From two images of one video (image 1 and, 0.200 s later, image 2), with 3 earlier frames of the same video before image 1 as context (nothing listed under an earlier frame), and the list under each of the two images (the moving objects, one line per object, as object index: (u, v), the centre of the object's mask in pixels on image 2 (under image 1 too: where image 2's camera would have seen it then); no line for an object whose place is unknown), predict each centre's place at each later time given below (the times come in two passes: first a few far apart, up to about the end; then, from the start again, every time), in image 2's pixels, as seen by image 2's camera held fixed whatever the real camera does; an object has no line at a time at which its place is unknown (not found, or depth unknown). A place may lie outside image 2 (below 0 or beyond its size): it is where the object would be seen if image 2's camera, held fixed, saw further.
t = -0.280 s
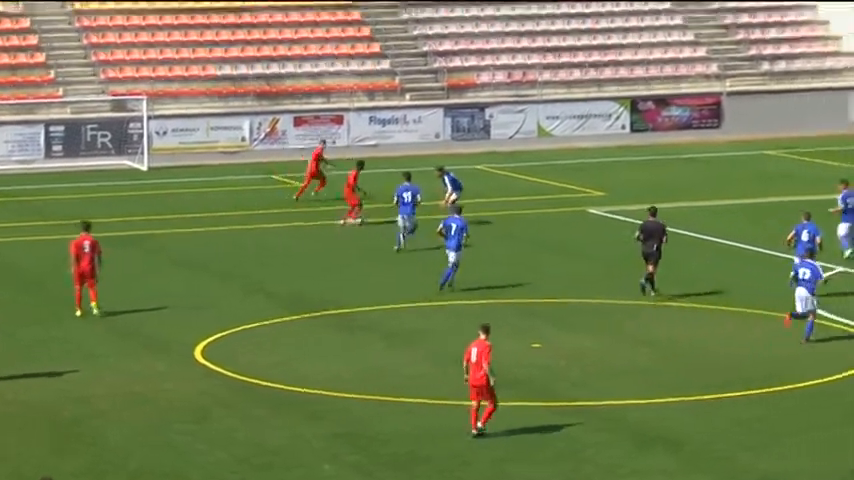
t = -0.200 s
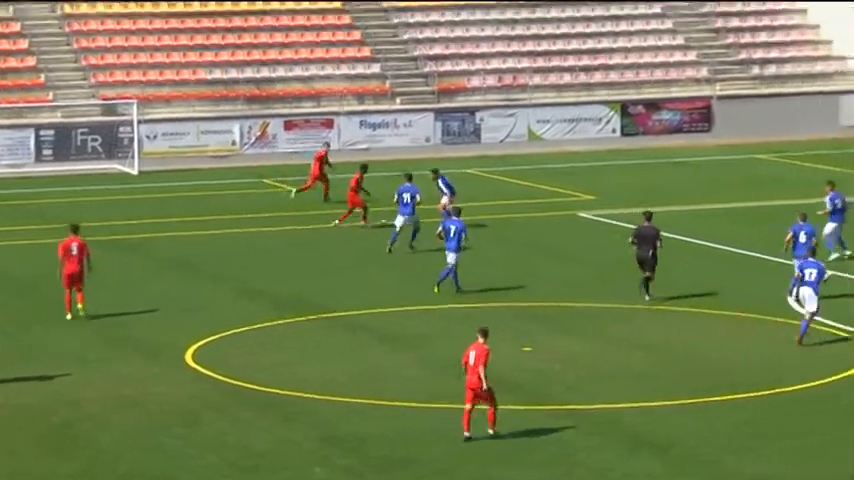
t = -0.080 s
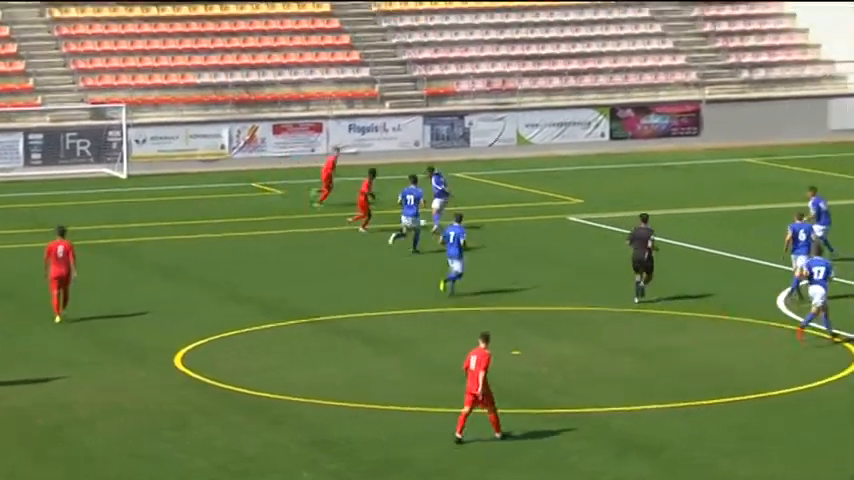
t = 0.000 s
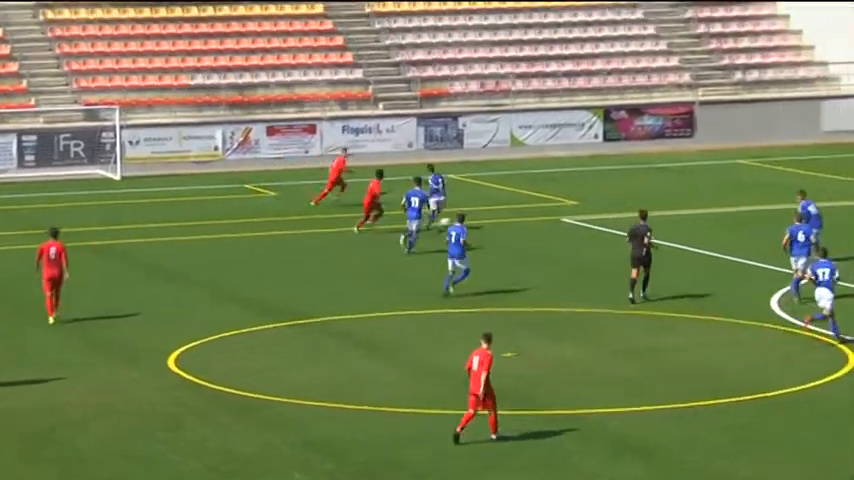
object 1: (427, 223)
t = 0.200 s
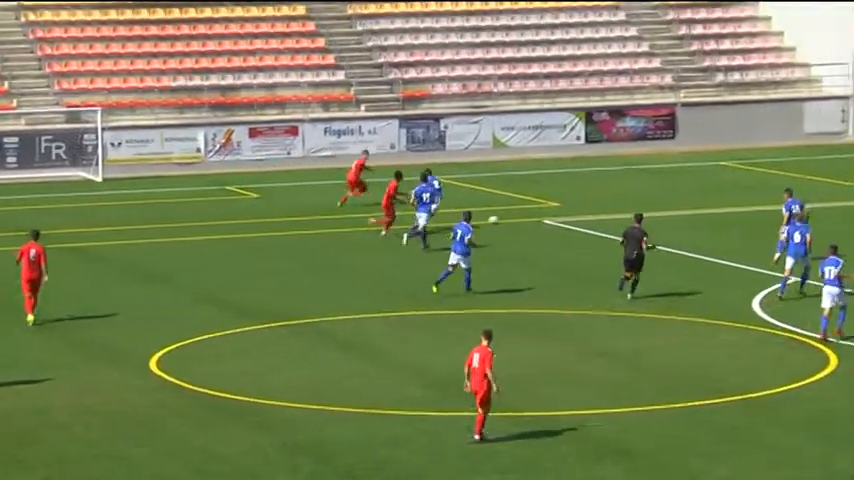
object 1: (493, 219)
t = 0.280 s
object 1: (515, 217)
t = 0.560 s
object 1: (583, 214)
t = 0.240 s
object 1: (505, 219)
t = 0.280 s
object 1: (515, 217)
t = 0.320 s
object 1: (527, 217)
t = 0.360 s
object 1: (537, 216)
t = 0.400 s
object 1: (547, 215)
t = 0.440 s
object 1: (556, 214)
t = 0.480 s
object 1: (566, 213)
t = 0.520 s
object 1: (574, 213)
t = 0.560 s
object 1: (583, 214)
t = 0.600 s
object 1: (592, 214)
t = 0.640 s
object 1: (600, 213)
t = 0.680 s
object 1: (608, 212)
